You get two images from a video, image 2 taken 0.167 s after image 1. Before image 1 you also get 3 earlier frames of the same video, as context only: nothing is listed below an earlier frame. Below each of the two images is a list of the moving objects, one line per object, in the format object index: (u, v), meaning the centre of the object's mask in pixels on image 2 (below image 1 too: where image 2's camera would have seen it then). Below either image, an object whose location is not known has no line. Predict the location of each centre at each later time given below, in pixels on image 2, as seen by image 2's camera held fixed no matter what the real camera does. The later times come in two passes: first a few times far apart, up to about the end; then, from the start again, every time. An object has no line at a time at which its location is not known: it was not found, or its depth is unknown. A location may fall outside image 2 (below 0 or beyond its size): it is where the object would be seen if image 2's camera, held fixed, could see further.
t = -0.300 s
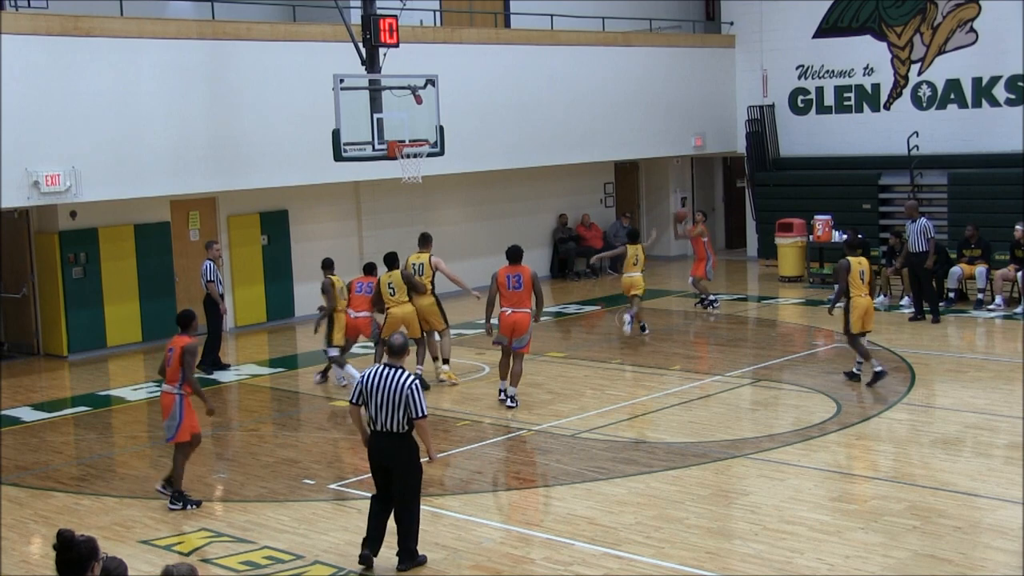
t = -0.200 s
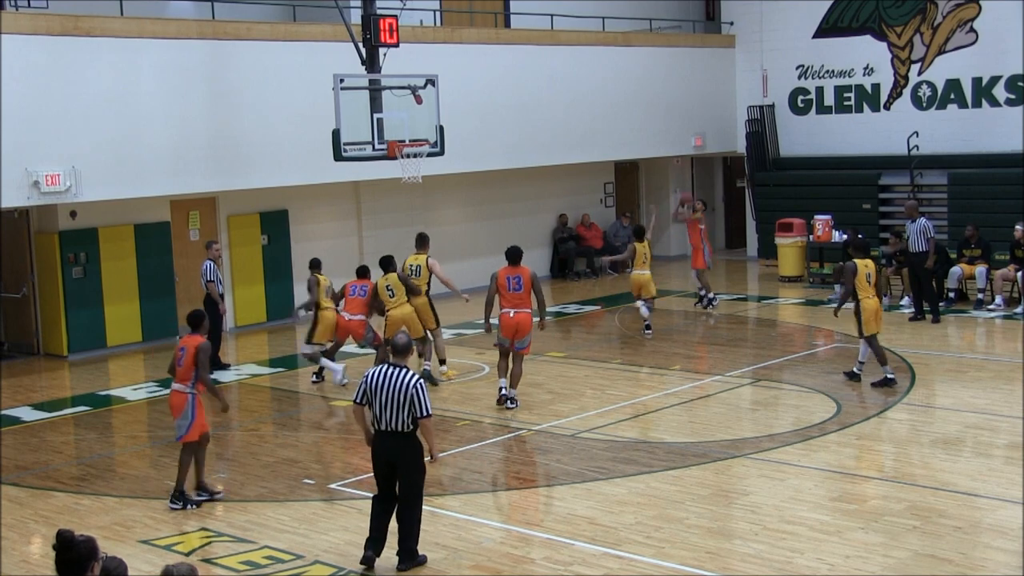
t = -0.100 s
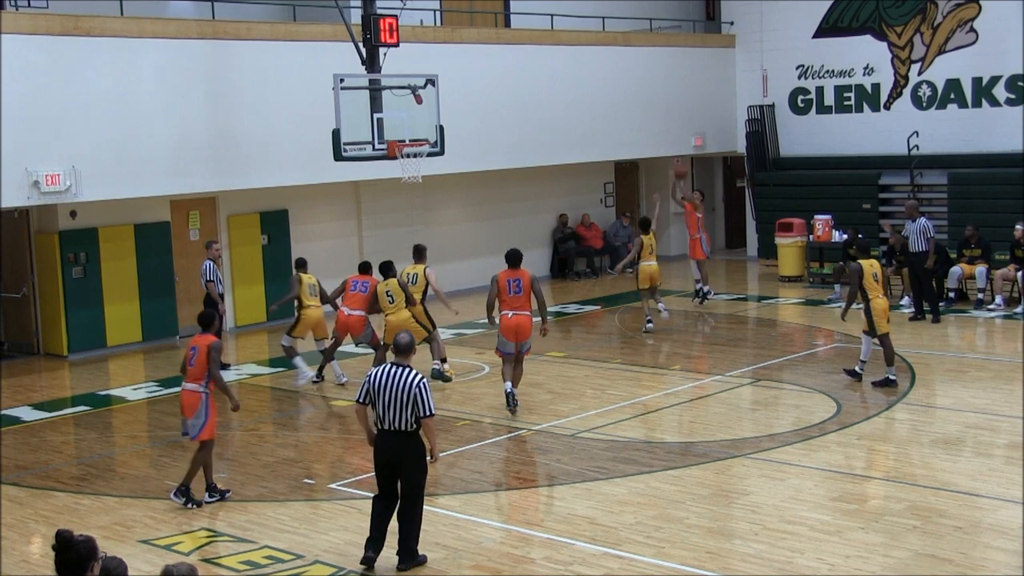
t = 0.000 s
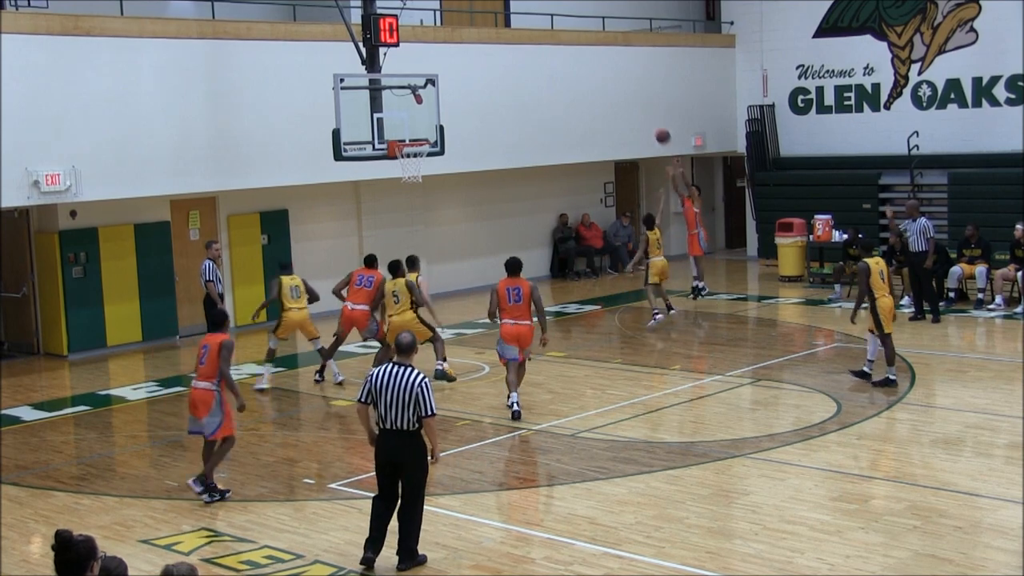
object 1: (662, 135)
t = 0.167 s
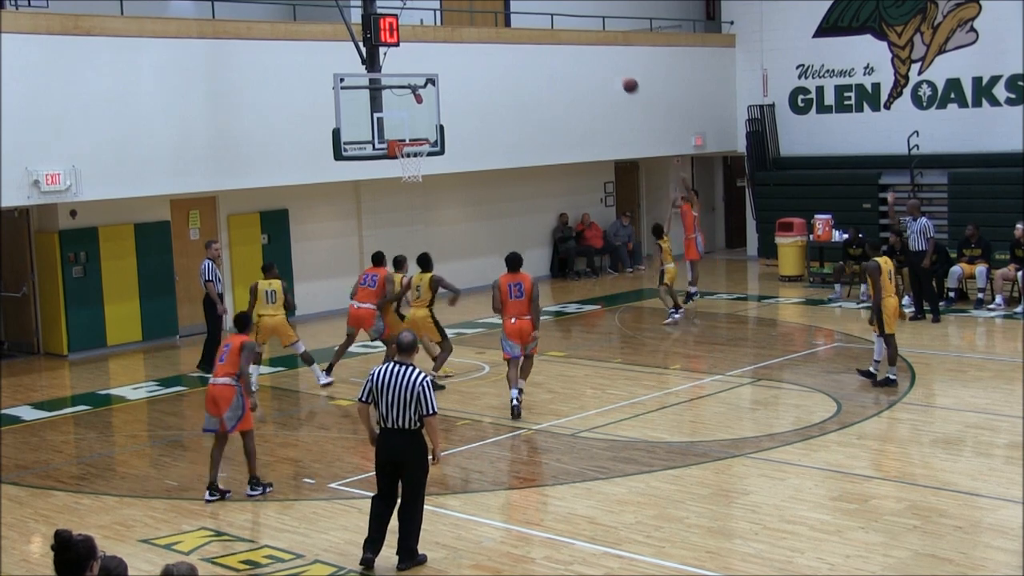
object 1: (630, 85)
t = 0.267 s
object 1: (609, 62)
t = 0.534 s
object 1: (553, 29)
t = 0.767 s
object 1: (501, 39)
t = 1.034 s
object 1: (441, 99)
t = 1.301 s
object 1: (396, 173)
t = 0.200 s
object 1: (623, 76)
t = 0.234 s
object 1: (616, 69)
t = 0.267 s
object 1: (609, 62)
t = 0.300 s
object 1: (602, 56)
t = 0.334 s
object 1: (595, 51)
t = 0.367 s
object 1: (588, 45)
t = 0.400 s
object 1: (581, 41)
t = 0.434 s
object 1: (574, 37)
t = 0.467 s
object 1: (567, 34)
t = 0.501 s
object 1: (560, 31)
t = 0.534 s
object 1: (553, 29)
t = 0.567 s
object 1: (545, 28)
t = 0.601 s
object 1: (538, 28)
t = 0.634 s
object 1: (531, 28)
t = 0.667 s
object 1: (523, 29)
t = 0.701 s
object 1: (516, 32)
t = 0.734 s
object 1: (509, 35)
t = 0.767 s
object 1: (501, 39)
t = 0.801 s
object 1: (494, 43)
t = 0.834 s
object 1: (486, 48)
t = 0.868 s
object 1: (479, 55)
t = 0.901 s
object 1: (472, 62)
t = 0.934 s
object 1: (464, 70)
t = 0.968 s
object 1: (456, 78)
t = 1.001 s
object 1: (449, 88)
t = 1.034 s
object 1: (441, 99)
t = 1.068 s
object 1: (433, 110)
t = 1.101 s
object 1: (425, 122)
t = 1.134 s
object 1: (418, 135)
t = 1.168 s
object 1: (409, 152)
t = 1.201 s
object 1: (403, 162)
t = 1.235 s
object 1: (400, 166)
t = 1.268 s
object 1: (398, 169)
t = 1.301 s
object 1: (396, 173)
